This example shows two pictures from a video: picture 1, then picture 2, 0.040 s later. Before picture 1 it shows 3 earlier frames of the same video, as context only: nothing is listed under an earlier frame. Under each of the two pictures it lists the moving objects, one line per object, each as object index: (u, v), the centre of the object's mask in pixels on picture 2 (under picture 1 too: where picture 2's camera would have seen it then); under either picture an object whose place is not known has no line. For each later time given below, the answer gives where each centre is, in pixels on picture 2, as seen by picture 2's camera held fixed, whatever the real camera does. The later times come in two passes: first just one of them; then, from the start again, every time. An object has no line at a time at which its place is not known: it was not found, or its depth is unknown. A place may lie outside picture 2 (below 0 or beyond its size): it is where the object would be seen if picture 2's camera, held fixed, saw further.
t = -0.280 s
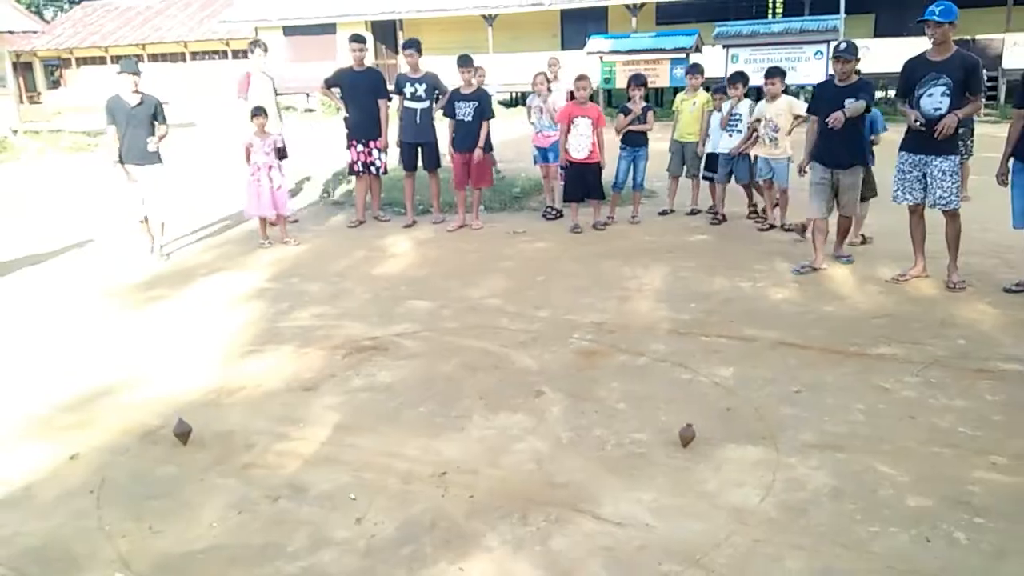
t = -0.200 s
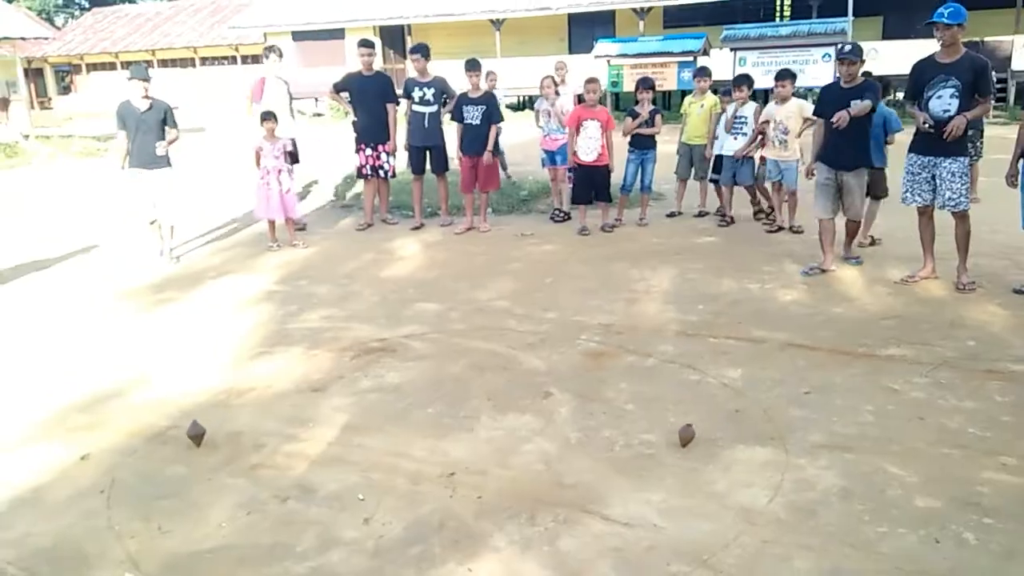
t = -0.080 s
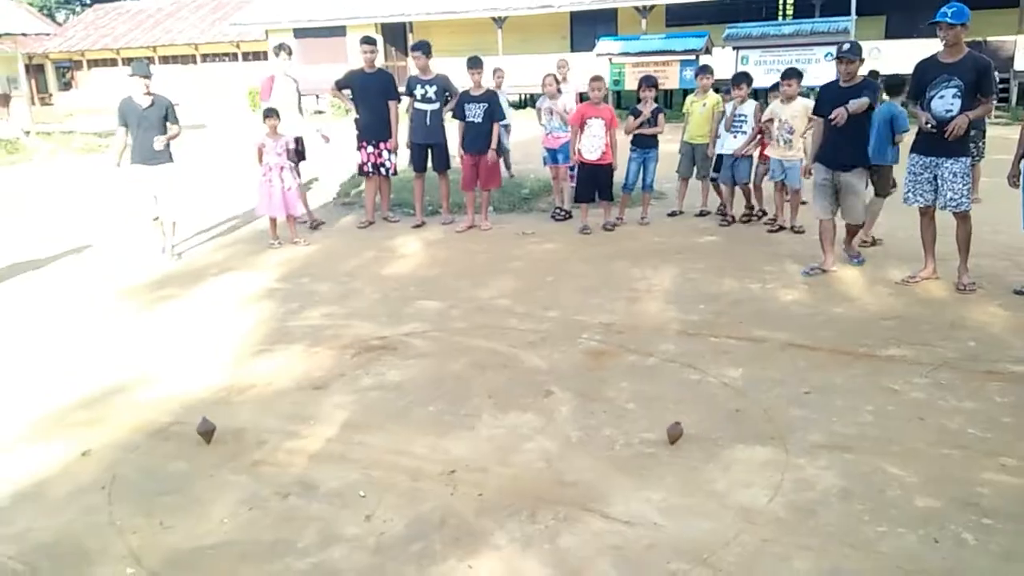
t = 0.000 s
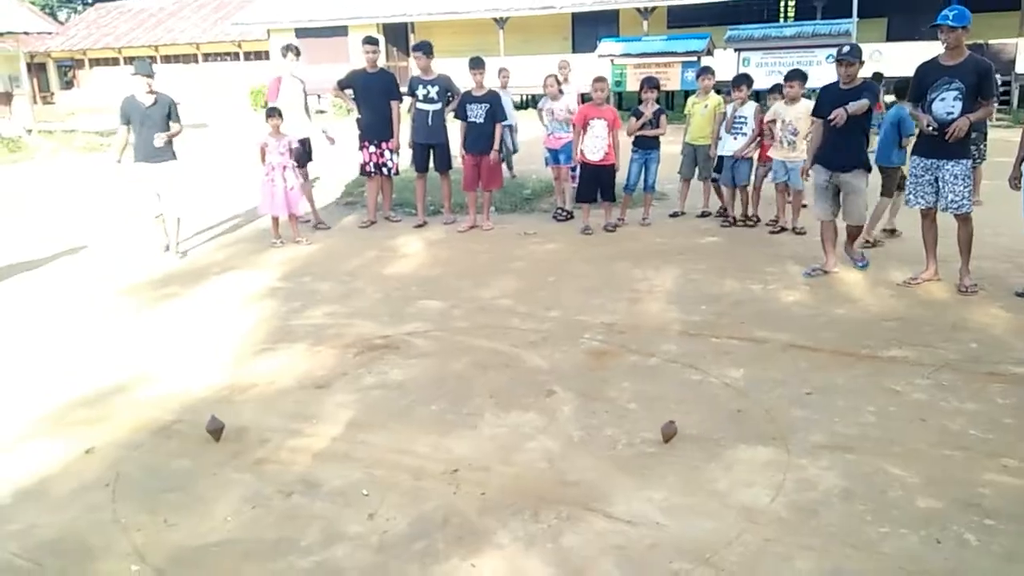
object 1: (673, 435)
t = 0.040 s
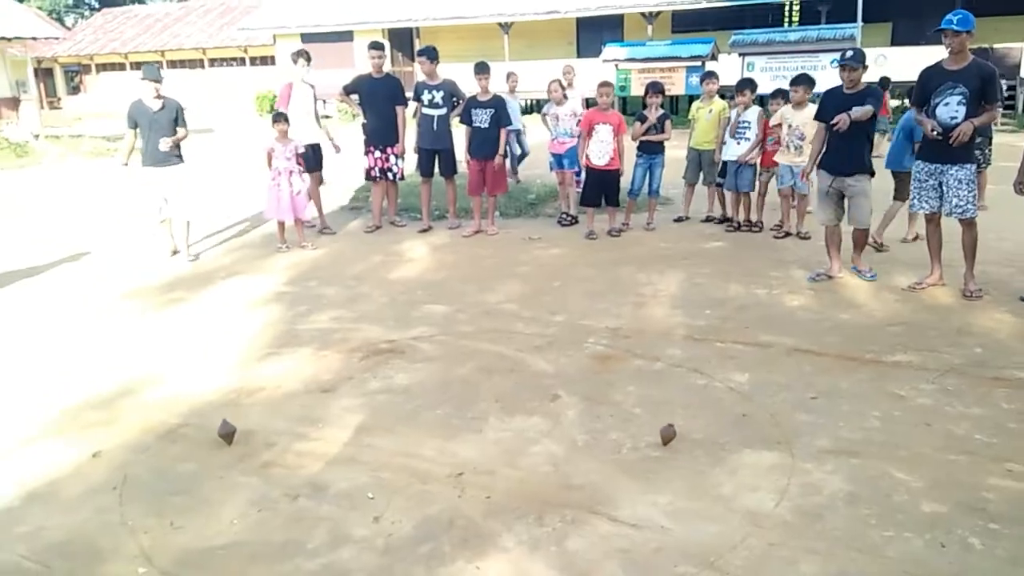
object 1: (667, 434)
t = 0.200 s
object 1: (660, 430)
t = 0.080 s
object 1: (666, 433)
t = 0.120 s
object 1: (664, 432)
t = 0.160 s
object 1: (662, 431)
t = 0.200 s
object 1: (660, 430)
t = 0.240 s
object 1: (658, 428)
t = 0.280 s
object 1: (655, 427)
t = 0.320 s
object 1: (652, 425)
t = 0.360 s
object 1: (650, 424)
